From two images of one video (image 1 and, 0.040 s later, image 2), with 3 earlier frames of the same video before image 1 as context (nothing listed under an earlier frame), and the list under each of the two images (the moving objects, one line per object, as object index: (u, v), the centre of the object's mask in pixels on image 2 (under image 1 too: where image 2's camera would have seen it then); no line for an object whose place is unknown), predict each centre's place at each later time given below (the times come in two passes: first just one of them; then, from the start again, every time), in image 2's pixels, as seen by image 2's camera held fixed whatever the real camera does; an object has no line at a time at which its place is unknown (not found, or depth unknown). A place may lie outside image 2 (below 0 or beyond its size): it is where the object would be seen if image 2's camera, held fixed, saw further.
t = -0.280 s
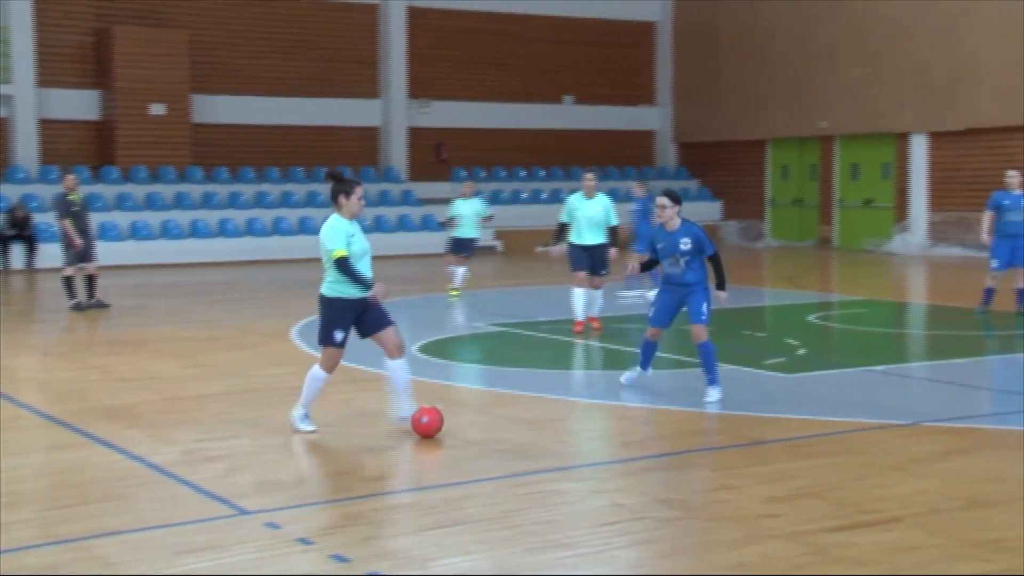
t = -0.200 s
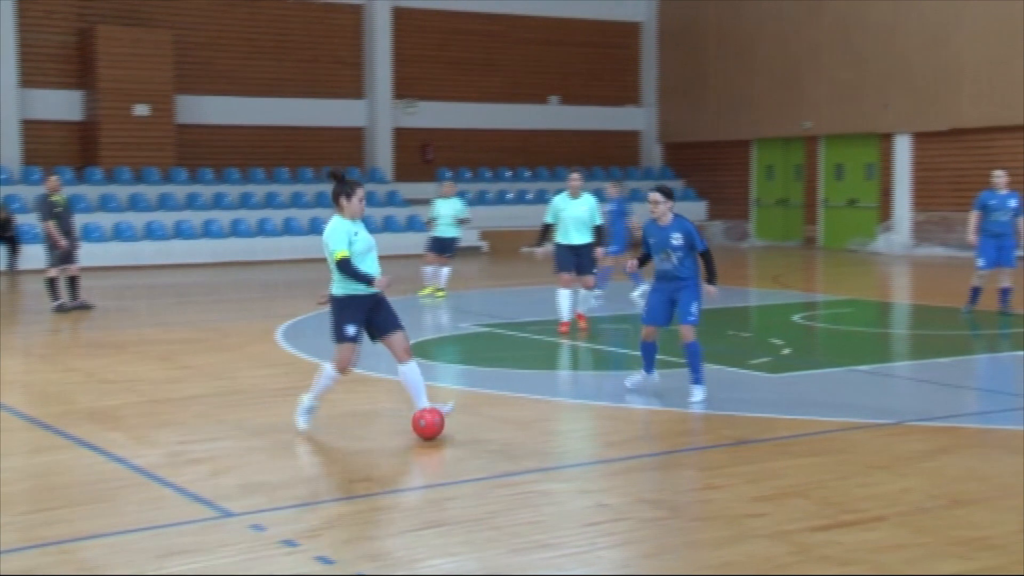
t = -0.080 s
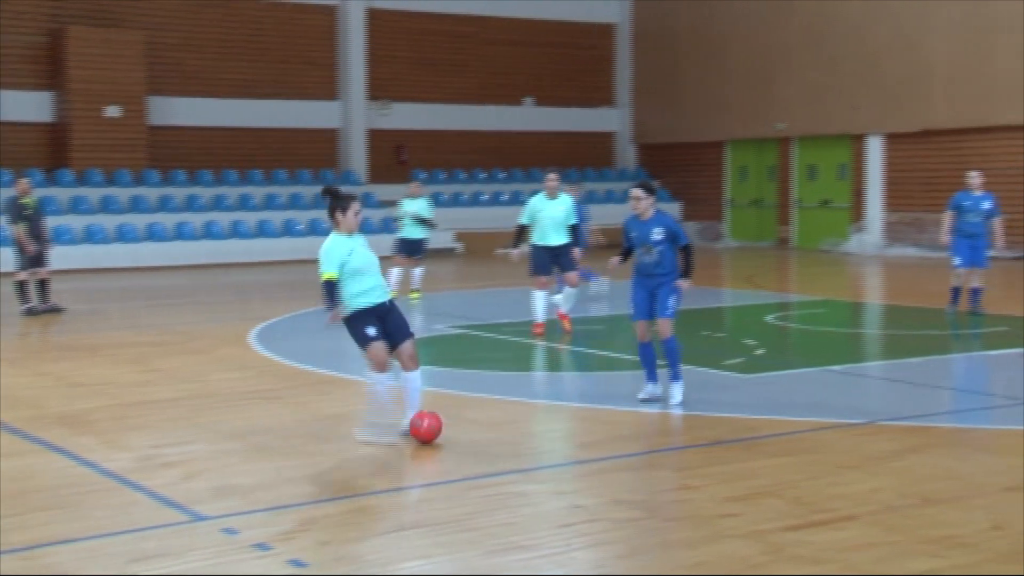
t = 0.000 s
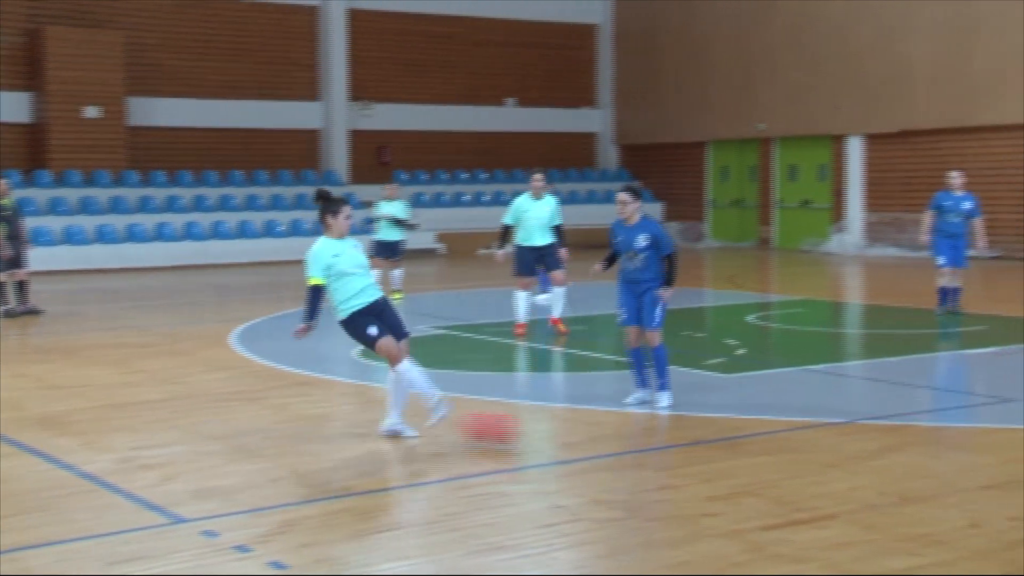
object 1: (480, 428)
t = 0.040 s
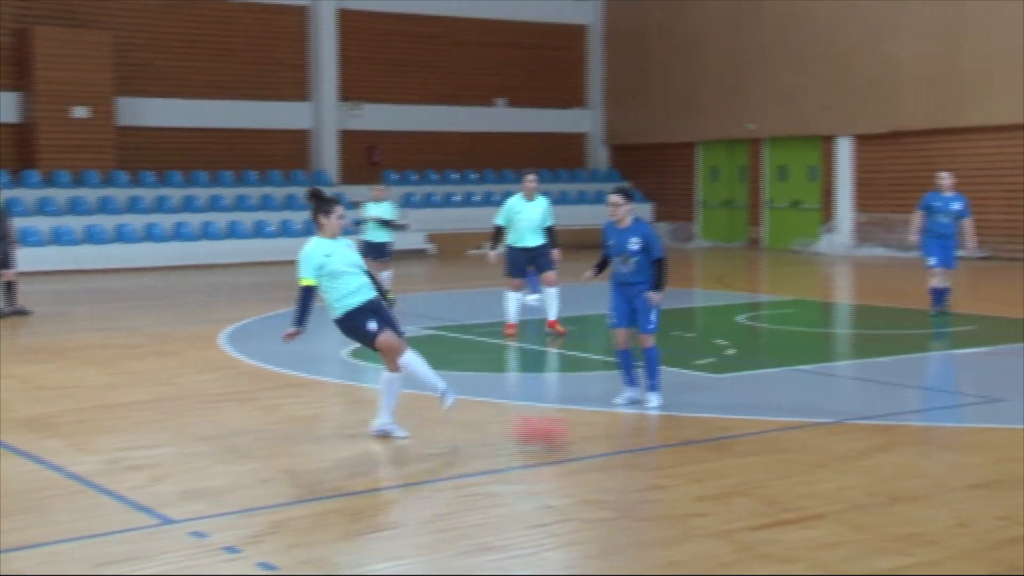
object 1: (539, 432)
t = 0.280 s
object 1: (878, 447)
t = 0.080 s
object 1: (596, 435)
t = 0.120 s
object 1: (653, 437)
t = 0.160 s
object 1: (710, 441)
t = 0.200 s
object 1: (767, 444)
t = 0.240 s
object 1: (823, 446)
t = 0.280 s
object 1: (878, 447)
